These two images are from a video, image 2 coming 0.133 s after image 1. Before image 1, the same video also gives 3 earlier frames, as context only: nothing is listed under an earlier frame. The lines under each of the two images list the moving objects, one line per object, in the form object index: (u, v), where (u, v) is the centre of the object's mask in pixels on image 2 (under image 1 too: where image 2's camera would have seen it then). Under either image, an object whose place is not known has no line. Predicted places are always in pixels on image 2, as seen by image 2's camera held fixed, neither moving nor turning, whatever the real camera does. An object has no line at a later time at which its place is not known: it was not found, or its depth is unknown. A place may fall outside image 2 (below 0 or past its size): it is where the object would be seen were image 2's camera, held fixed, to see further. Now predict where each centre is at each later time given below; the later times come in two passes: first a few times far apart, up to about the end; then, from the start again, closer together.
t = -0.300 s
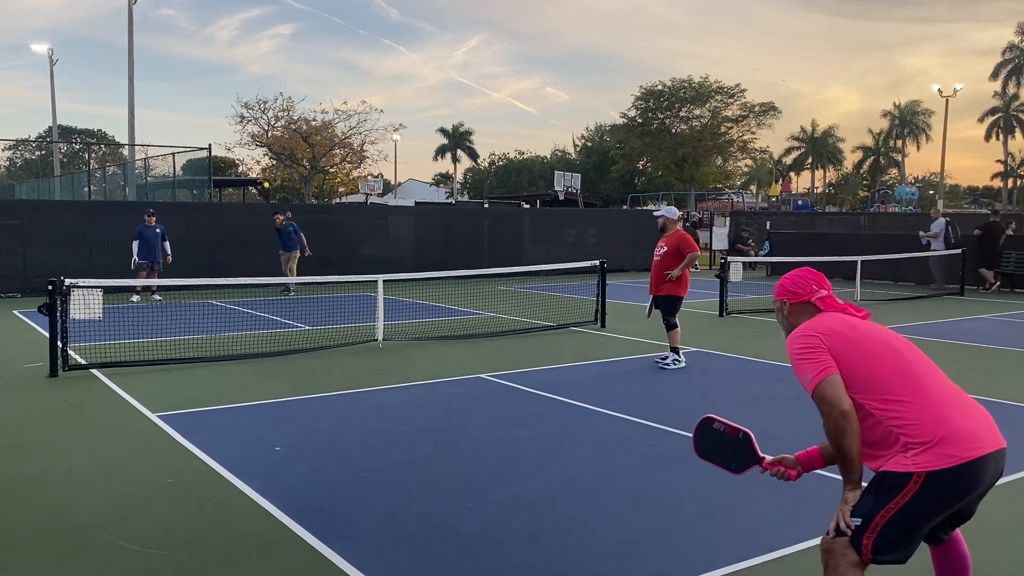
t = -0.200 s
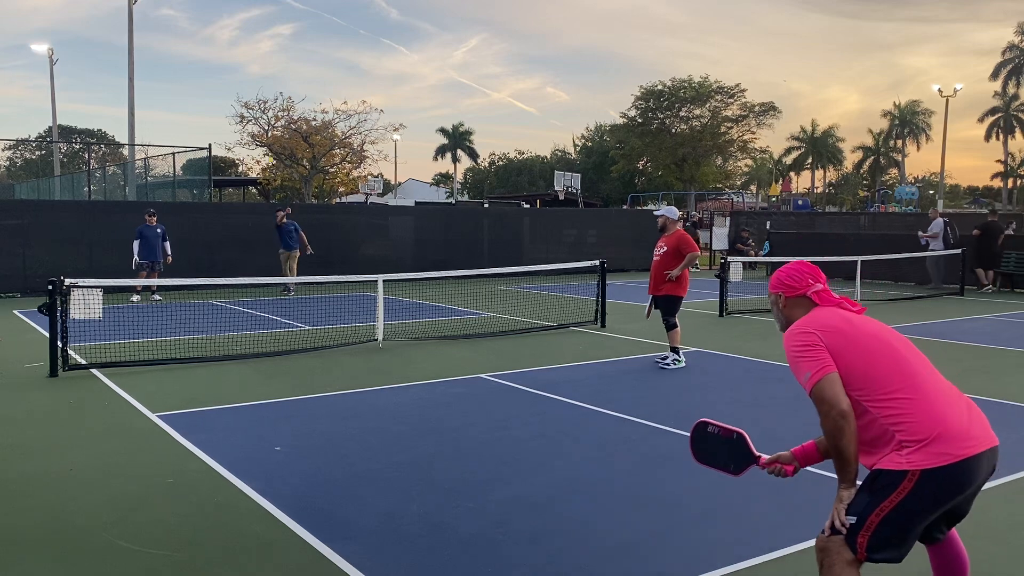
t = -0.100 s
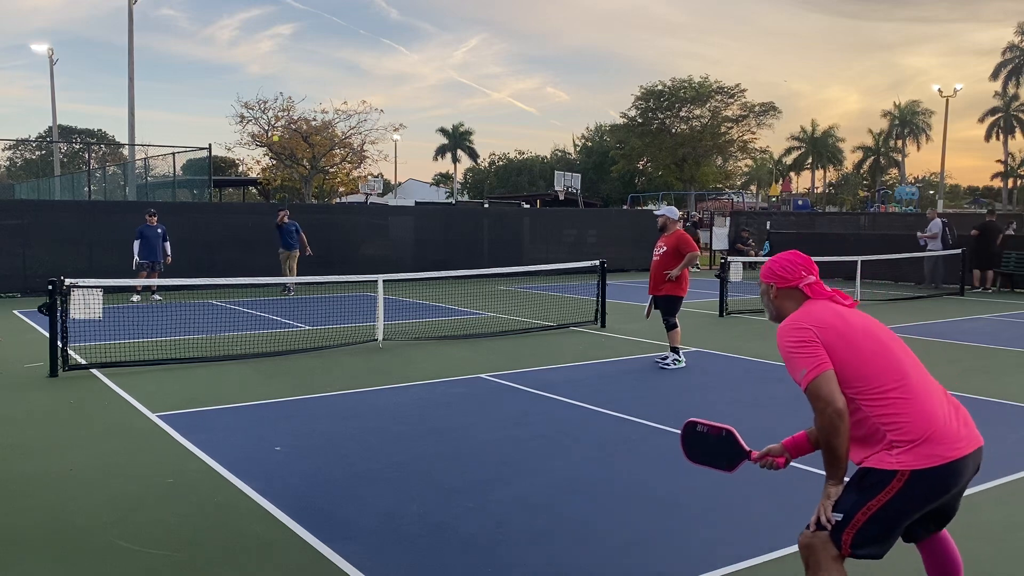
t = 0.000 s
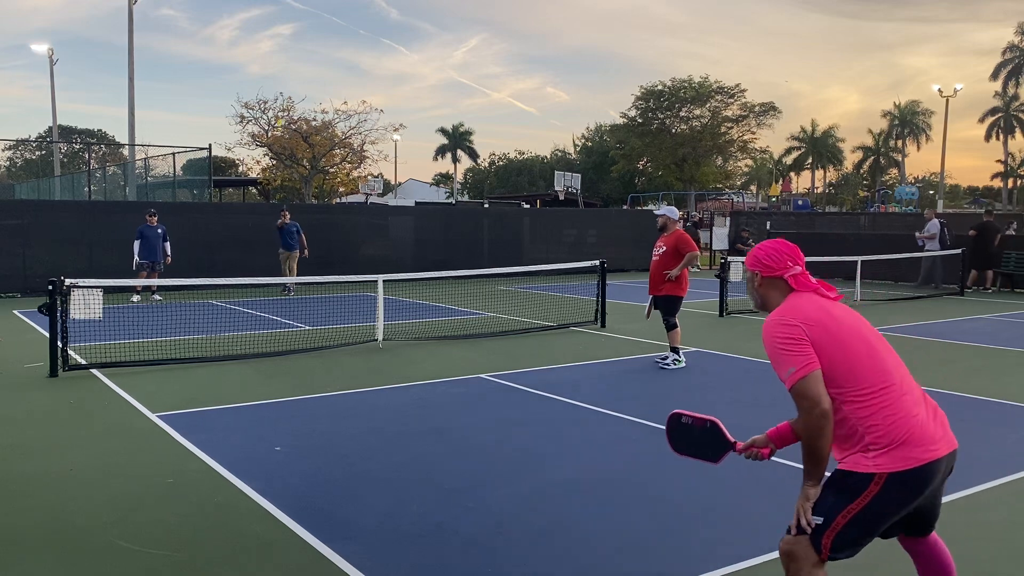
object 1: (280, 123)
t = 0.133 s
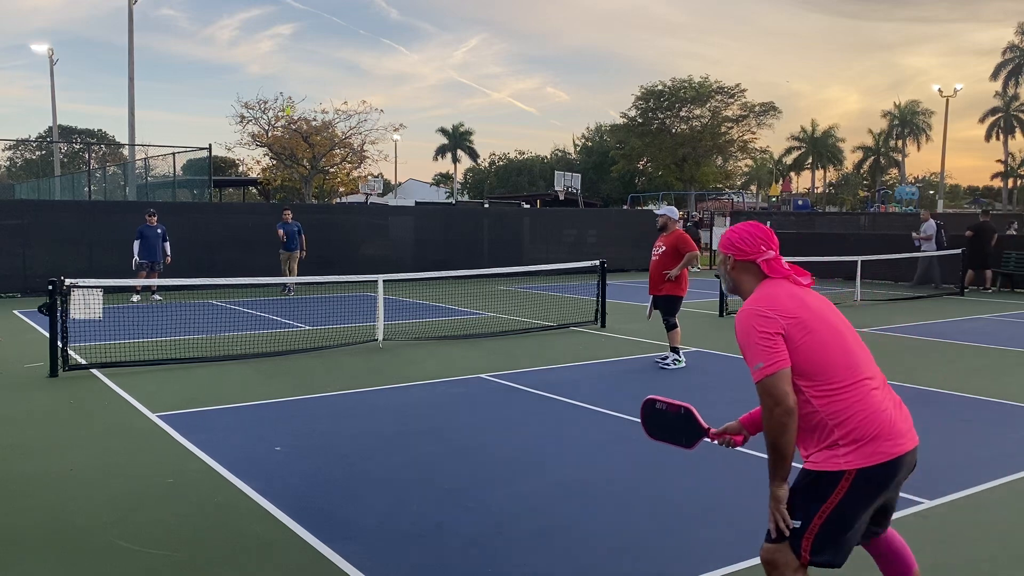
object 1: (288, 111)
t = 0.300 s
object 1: (298, 117)
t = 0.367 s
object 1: (302, 128)
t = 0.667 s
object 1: (326, 257)
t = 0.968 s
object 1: (350, 420)
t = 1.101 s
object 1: (353, 369)
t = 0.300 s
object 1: (298, 117)
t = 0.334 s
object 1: (300, 122)
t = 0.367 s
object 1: (302, 128)
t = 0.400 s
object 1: (304, 135)
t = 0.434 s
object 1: (306, 144)
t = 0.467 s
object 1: (309, 154)
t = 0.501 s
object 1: (311, 166)
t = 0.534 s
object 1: (314, 181)
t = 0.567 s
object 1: (317, 196)
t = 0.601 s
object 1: (320, 214)
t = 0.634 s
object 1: (323, 234)
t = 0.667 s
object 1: (326, 257)
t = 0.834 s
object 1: (343, 412)
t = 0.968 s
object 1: (350, 420)
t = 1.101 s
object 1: (353, 369)
